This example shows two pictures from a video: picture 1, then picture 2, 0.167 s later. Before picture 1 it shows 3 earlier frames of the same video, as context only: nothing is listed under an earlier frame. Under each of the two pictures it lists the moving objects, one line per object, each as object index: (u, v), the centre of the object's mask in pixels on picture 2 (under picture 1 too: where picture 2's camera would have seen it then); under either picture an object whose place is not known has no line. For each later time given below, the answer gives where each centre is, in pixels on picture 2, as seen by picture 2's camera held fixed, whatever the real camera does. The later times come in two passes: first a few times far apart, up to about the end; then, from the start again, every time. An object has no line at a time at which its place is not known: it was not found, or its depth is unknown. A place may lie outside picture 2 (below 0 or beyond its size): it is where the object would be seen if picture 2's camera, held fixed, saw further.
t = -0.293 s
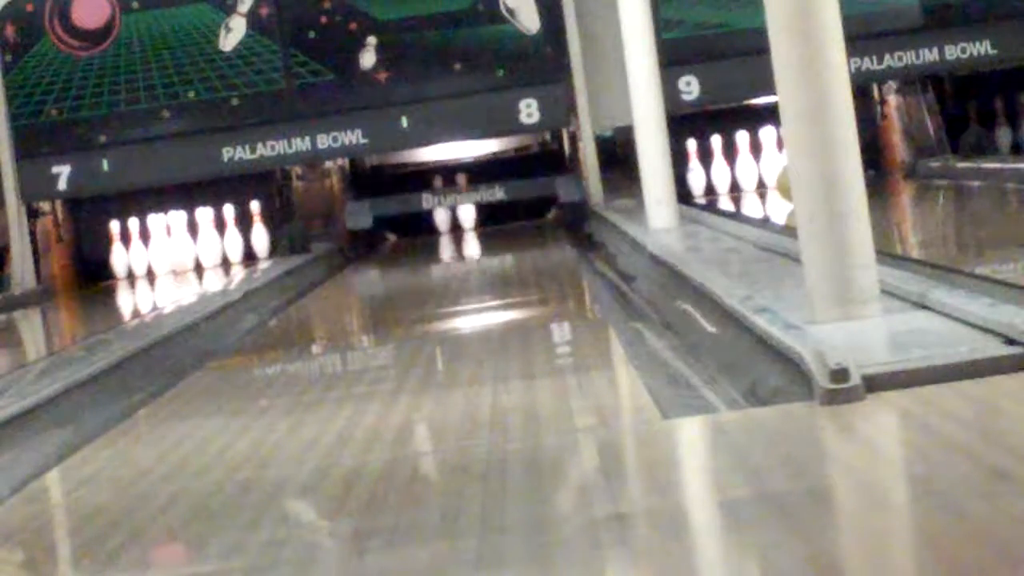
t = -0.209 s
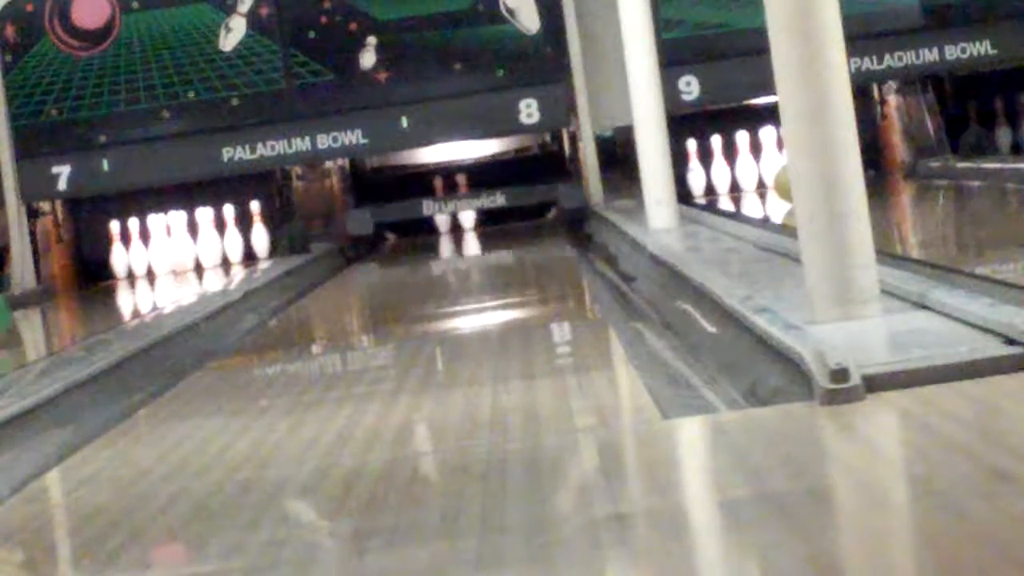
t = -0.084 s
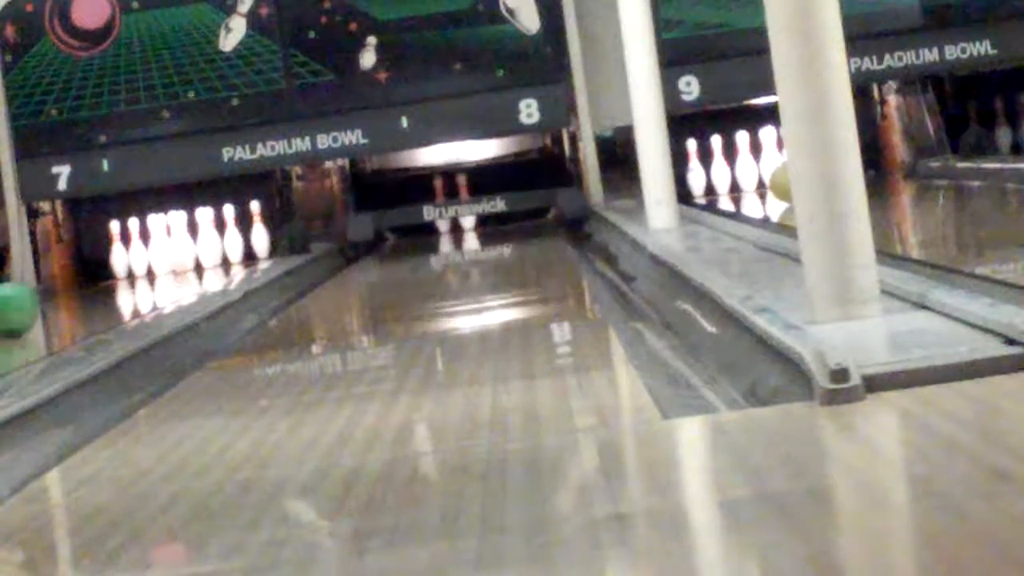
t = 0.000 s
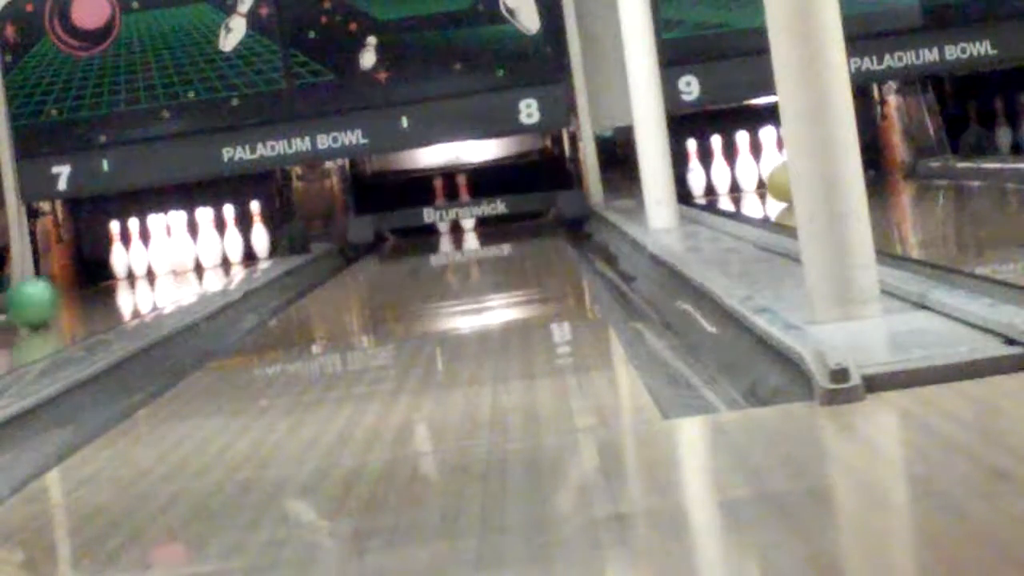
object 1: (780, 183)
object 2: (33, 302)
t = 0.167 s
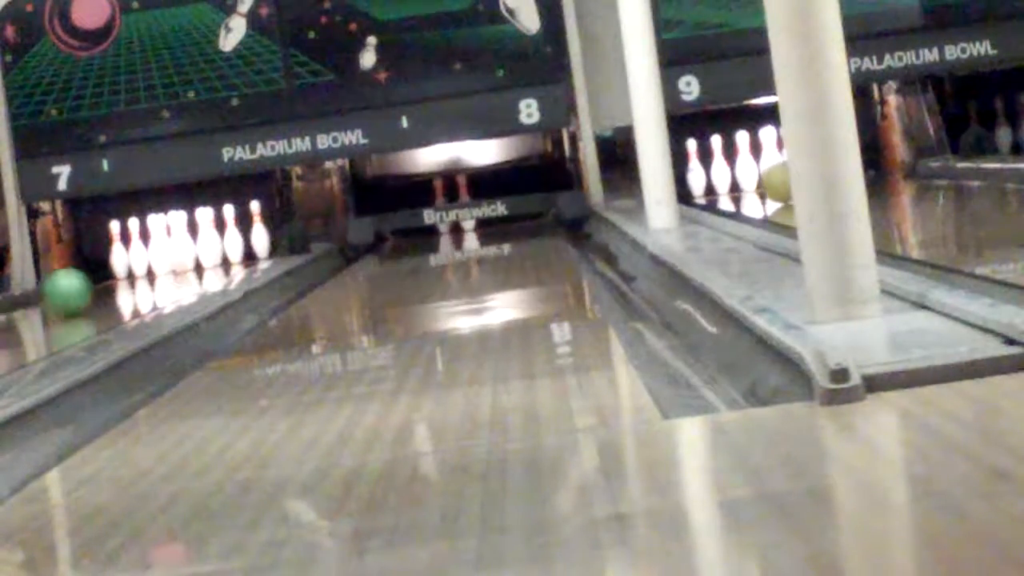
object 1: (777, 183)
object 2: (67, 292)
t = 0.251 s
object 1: (775, 183)
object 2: (82, 288)
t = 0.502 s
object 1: (772, 182)
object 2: (120, 276)
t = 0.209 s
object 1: (777, 183)
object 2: (76, 289)
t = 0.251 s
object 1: (775, 183)
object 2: (82, 288)
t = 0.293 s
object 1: (775, 183)
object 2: (90, 286)
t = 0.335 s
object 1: (774, 183)
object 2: (95, 284)
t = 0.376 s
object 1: (774, 183)
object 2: (102, 281)
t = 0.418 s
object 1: (773, 183)
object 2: (109, 280)
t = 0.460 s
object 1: (772, 182)
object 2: (115, 278)
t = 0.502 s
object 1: (772, 182)
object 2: (120, 276)
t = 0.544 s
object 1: (770, 182)
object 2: (127, 274)
